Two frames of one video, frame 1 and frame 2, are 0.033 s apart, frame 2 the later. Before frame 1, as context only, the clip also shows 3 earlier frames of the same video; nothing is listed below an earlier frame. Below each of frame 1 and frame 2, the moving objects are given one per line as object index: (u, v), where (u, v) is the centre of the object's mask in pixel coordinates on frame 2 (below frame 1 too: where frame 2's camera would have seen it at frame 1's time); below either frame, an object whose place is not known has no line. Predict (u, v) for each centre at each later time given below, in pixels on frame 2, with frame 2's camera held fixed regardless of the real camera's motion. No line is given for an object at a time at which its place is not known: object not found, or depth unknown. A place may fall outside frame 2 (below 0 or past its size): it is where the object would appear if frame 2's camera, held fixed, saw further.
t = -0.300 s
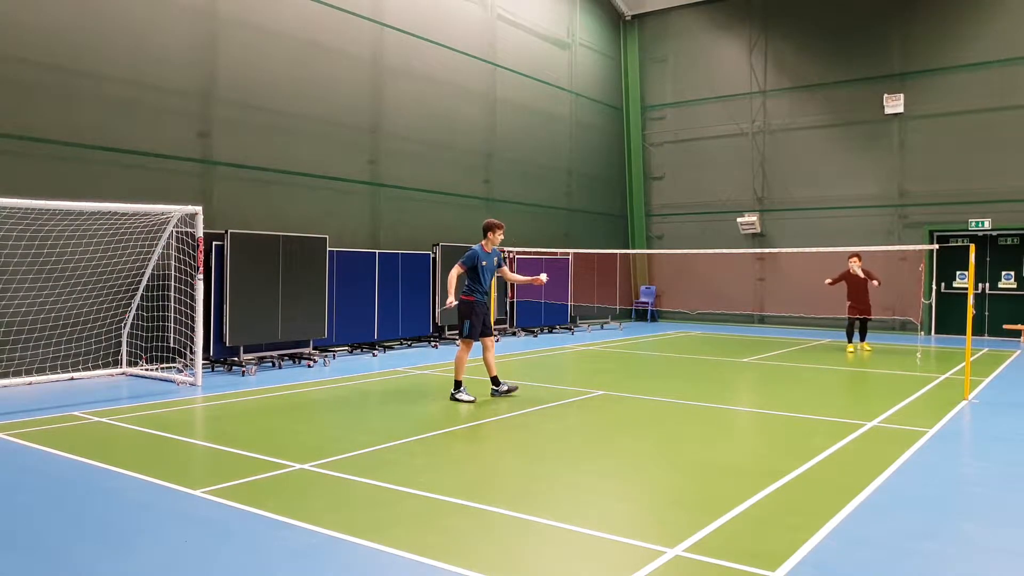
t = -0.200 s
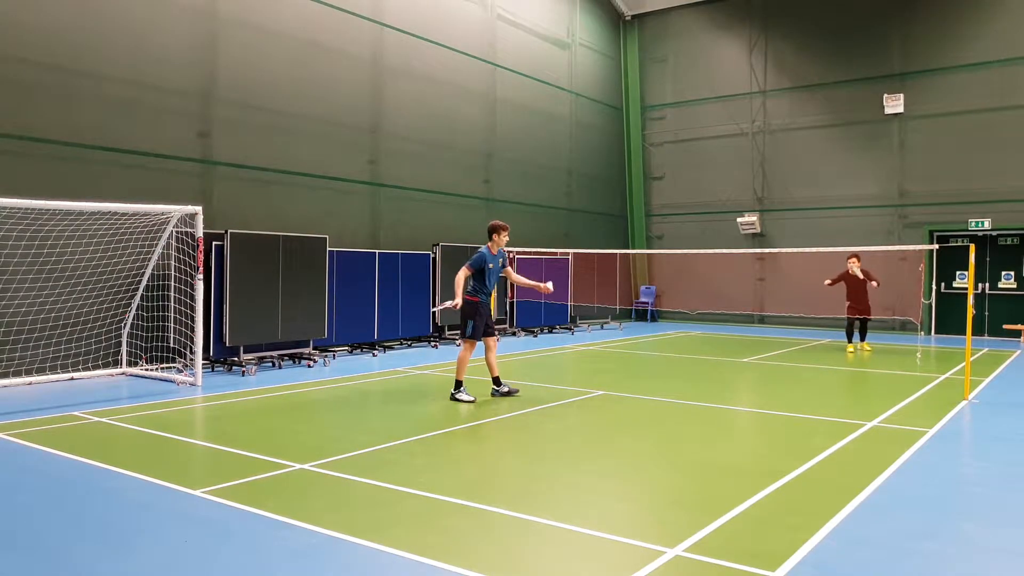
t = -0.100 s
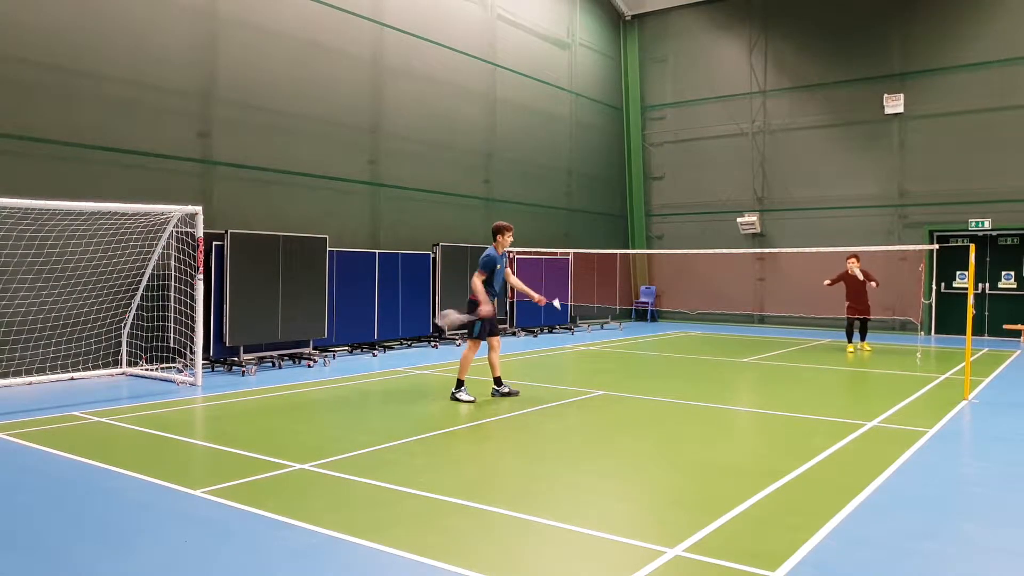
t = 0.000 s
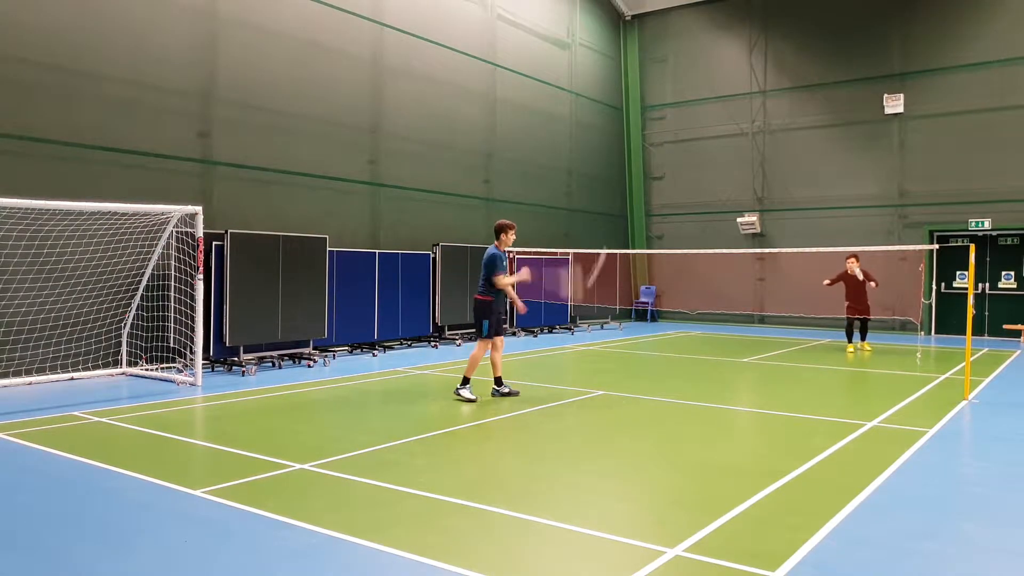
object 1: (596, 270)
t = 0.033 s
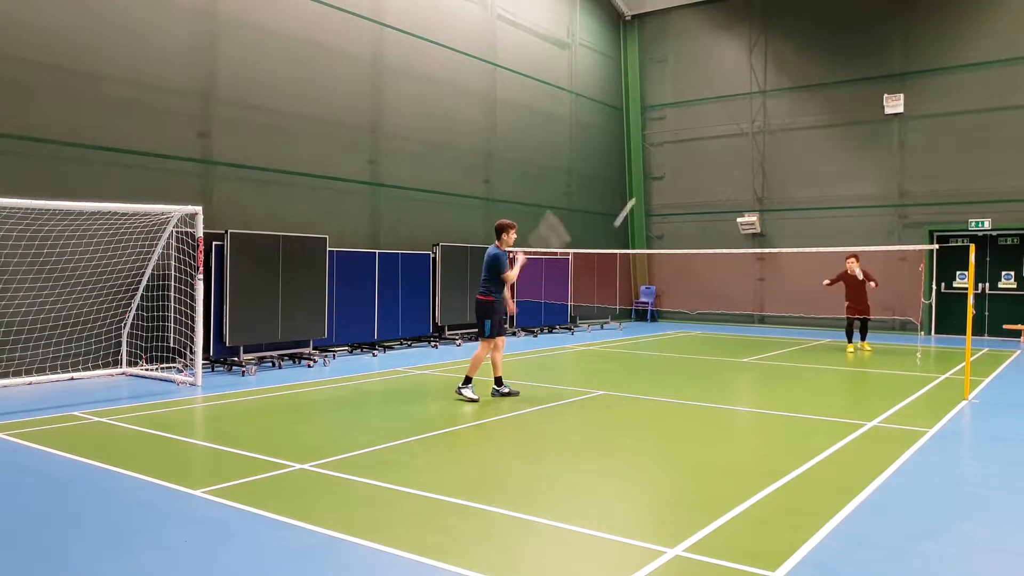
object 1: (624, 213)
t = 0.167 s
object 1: (703, 90)
